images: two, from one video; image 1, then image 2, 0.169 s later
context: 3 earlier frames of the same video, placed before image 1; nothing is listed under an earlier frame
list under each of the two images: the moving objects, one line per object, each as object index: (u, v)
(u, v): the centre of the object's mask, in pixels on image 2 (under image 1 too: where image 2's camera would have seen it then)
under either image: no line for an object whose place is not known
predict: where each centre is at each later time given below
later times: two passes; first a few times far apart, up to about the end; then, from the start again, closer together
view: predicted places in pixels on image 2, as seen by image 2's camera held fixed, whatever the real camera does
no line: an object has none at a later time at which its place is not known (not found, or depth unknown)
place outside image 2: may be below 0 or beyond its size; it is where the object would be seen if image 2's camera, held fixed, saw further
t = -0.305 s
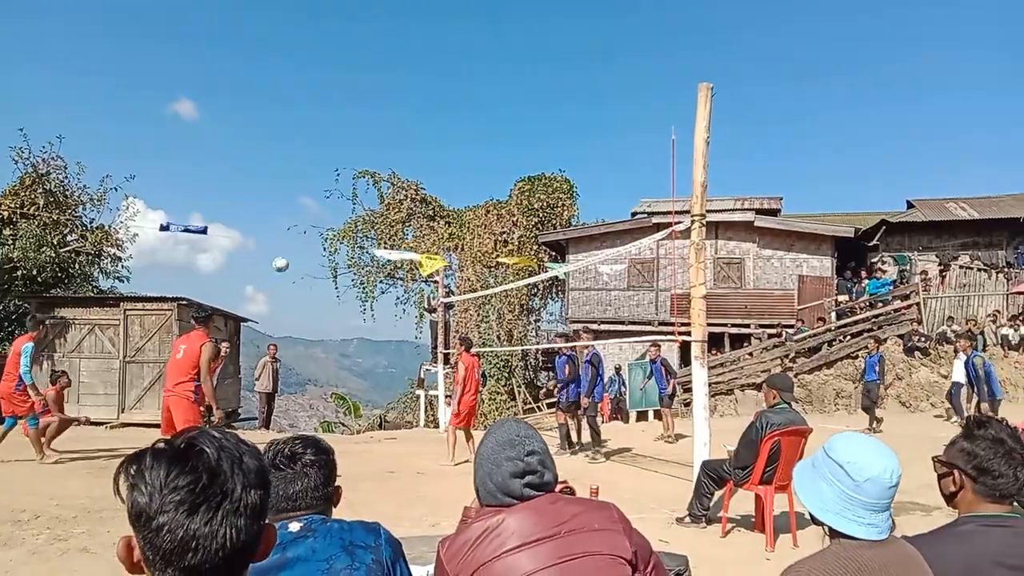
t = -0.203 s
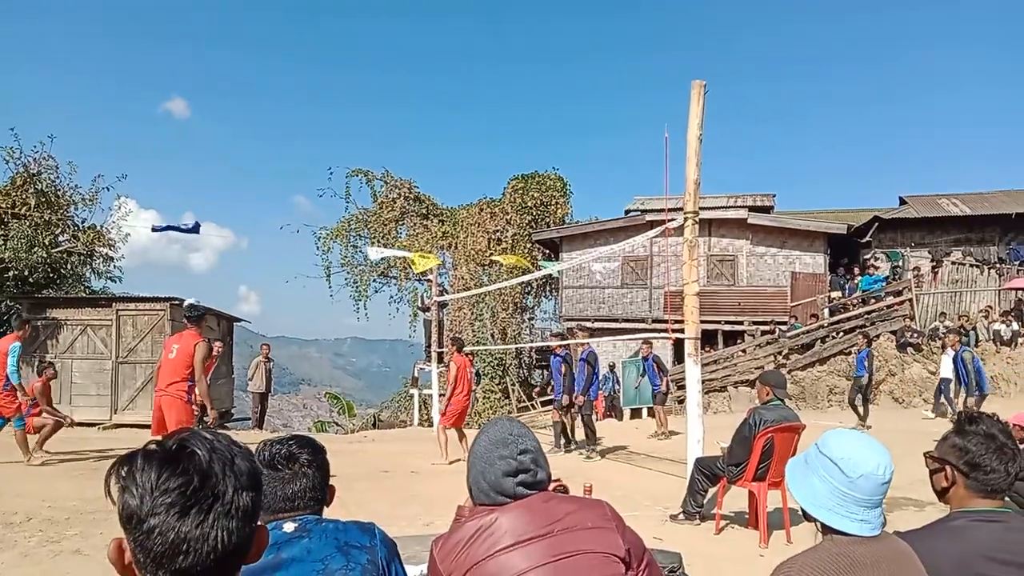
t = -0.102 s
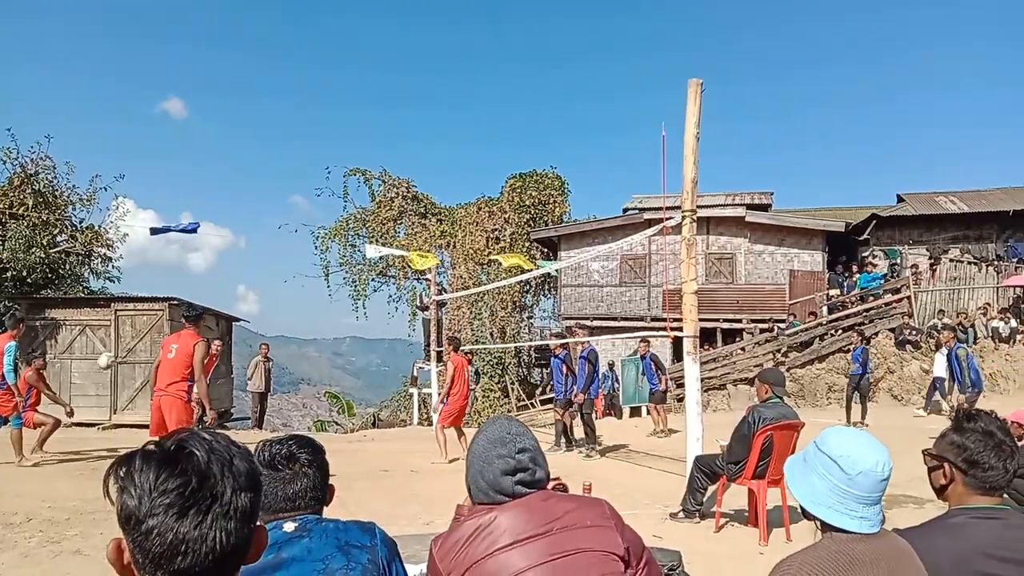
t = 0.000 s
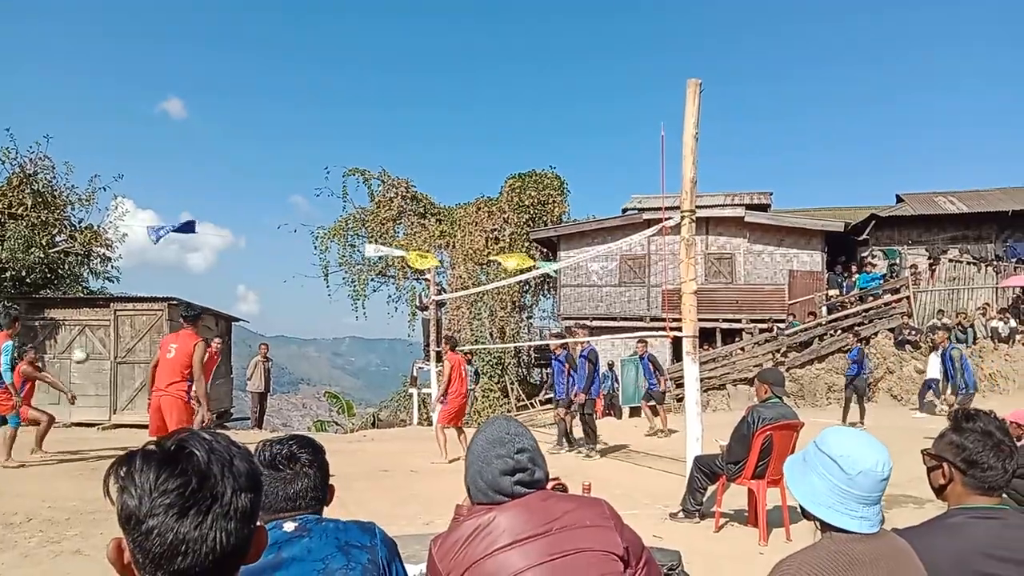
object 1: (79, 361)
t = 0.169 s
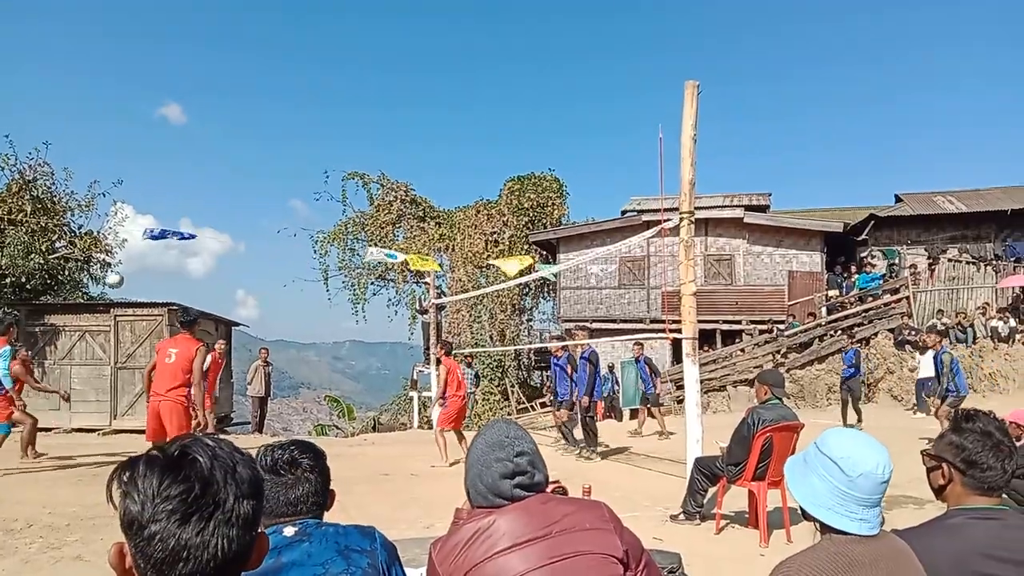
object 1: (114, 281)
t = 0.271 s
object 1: (135, 243)
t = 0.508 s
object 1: (178, 186)
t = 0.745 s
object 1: (222, 171)
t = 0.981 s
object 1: (262, 197)
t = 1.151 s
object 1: (290, 240)
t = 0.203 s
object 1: (122, 267)
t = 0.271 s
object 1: (135, 243)
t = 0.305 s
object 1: (141, 232)
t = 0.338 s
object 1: (148, 222)
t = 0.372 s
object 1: (154, 213)
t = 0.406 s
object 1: (160, 204)
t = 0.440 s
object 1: (166, 197)
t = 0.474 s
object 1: (173, 191)
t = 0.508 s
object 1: (178, 186)
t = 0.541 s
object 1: (185, 182)
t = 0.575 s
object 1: (192, 178)
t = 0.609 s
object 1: (199, 175)
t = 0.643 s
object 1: (204, 173)
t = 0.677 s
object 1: (210, 171)
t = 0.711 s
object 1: (216, 170)
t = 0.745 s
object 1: (222, 171)
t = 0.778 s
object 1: (227, 172)
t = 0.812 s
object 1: (233, 174)
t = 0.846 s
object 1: (239, 178)
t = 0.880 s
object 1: (245, 182)
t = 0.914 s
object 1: (251, 186)
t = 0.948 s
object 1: (256, 192)
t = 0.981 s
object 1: (262, 197)
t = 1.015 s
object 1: (268, 204)
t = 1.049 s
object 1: (274, 212)
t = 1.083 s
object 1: (280, 220)
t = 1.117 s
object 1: (285, 230)
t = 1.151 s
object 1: (290, 240)
